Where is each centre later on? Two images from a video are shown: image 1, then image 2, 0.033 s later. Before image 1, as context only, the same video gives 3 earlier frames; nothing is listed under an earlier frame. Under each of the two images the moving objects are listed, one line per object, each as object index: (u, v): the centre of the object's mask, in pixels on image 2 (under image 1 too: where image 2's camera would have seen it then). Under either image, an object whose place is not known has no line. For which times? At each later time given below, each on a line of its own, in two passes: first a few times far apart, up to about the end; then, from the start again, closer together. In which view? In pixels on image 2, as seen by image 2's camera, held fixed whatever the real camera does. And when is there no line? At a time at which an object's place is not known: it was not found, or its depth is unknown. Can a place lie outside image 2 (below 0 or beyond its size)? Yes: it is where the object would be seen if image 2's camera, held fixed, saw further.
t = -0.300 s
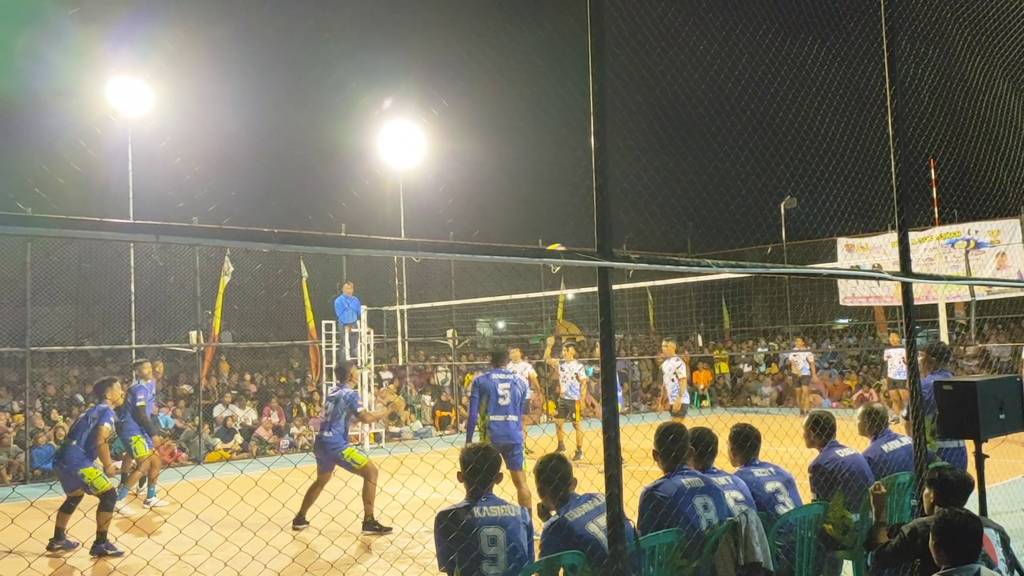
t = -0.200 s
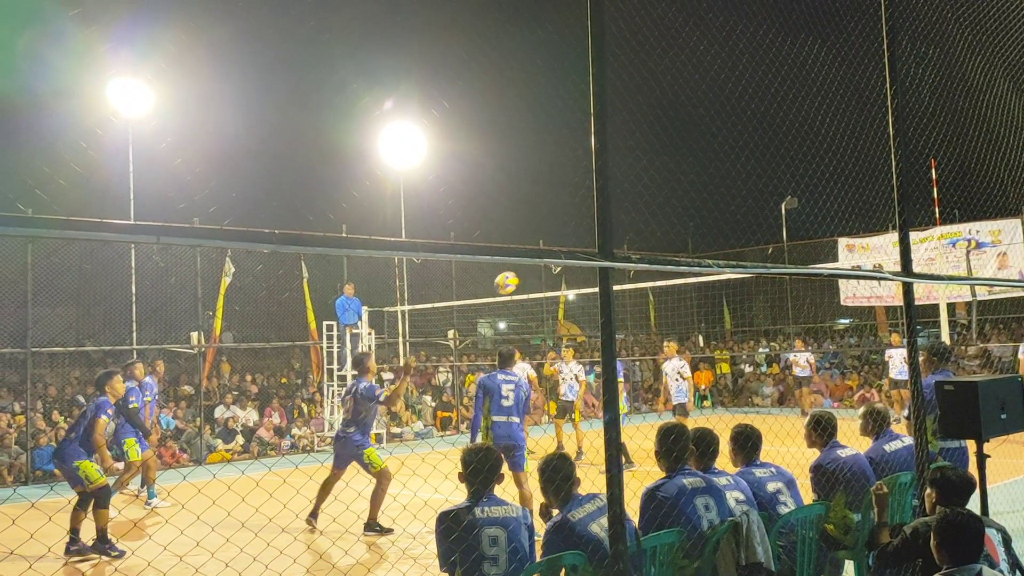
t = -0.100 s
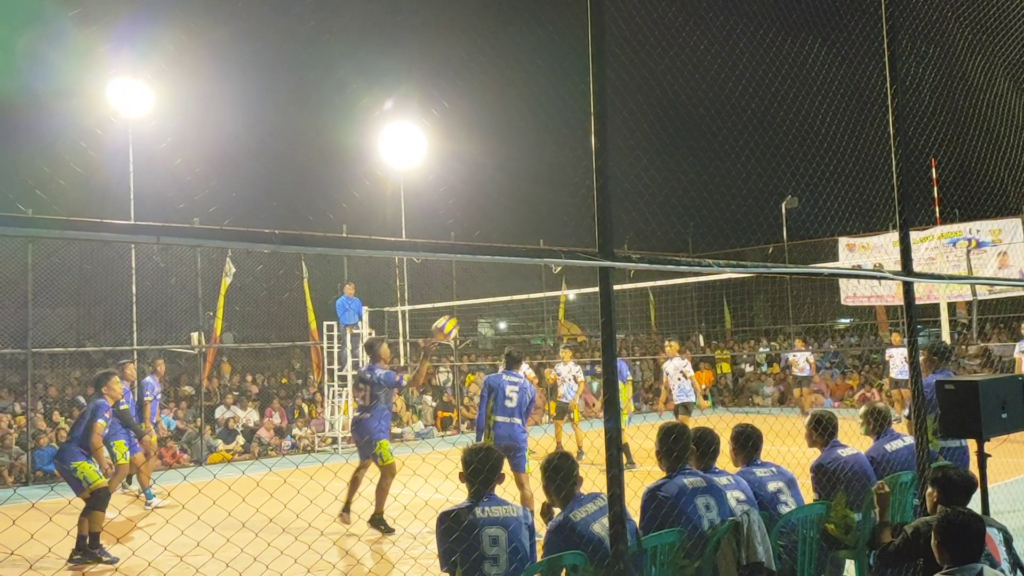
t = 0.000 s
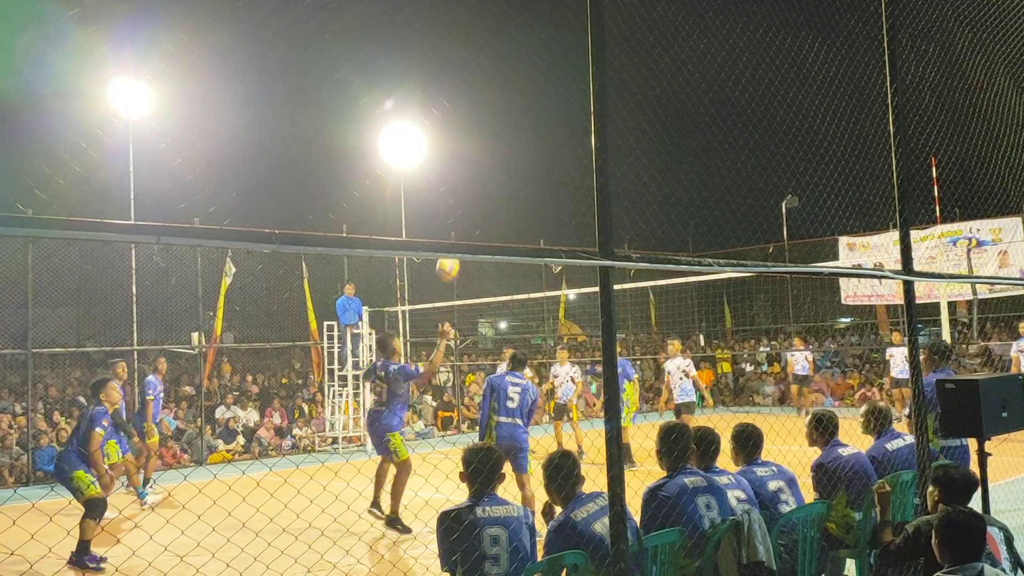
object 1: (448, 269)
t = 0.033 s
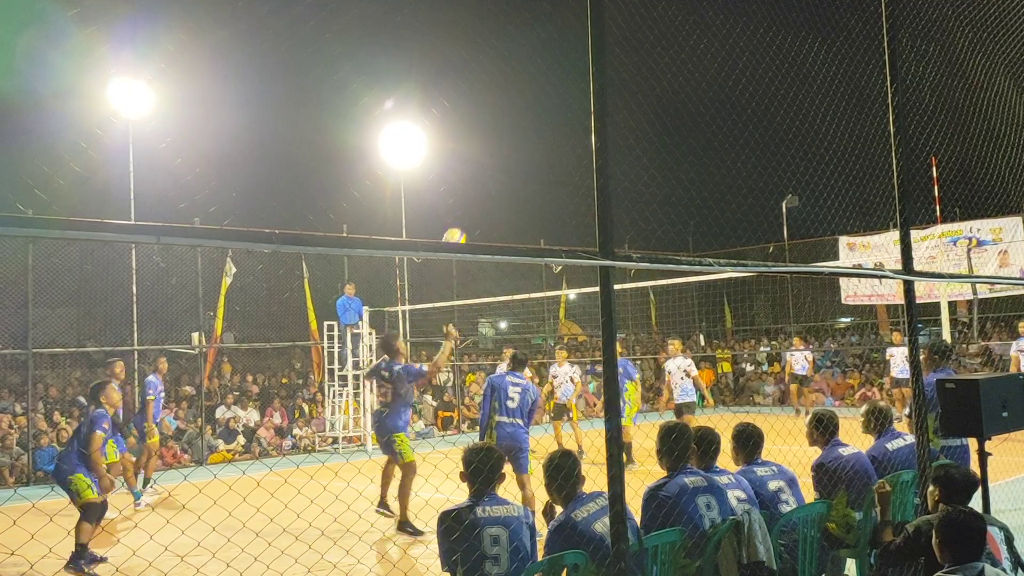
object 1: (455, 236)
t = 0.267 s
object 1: (492, 102)
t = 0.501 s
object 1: (526, 32)
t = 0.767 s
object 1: (562, 16)
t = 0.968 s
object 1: (584, 43)
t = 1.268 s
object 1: (624, 135)
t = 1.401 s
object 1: (640, 193)
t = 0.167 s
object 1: (476, 153)
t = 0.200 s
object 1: (482, 135)
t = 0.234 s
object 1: (487, 118)
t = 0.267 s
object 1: (492, 102)
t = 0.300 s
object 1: (497, 89)
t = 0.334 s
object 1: (502, 76)
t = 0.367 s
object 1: (507, 65)
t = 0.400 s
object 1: (512, 55)
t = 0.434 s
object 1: (517, 46)
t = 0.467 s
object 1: (521, 39)
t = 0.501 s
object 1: (526, 32)
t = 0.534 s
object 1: (531, 26)
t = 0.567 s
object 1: (536, 22)
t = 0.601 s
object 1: (540, 18)
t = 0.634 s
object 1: (544, 16)
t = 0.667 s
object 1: (549, 15)
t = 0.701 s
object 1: (554, 14)
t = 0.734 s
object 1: (558, 15)
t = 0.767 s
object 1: (562, 16)
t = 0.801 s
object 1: (567, 18)
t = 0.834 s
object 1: (571, 22)
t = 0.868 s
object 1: (575, 26)
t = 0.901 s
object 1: (579, 31)
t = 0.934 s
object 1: (582, 36)
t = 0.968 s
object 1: (584, 43)
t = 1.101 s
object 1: (609, 77)
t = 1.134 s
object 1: (611, 87)
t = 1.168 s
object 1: (614, 98)
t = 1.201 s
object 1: (616, 109)
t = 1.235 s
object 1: (620, 122)
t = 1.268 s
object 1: (624, 135)
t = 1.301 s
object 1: (628, 148)
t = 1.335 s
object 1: (632, 163)
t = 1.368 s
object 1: (636, 177)
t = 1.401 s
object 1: (640, 193)
